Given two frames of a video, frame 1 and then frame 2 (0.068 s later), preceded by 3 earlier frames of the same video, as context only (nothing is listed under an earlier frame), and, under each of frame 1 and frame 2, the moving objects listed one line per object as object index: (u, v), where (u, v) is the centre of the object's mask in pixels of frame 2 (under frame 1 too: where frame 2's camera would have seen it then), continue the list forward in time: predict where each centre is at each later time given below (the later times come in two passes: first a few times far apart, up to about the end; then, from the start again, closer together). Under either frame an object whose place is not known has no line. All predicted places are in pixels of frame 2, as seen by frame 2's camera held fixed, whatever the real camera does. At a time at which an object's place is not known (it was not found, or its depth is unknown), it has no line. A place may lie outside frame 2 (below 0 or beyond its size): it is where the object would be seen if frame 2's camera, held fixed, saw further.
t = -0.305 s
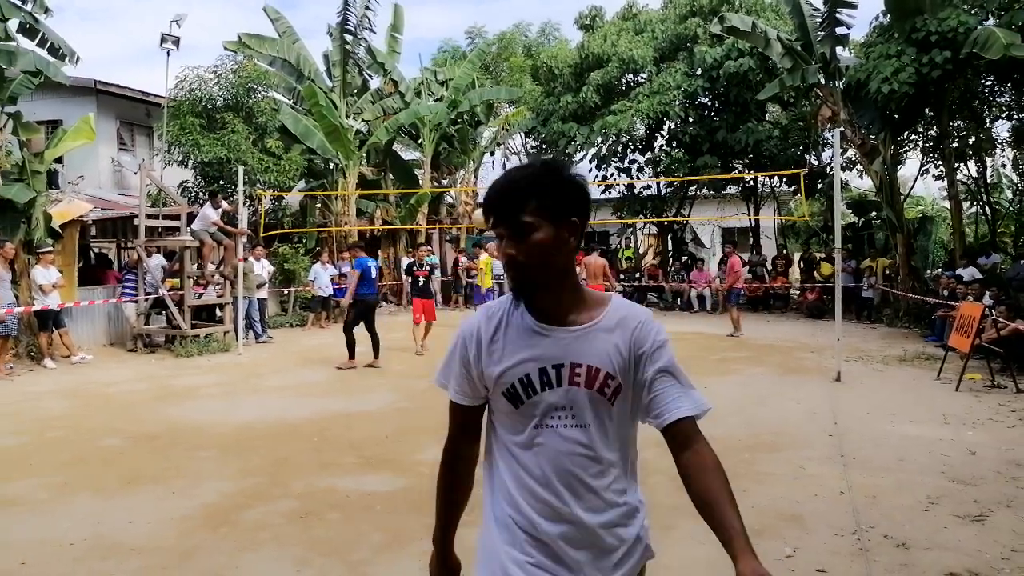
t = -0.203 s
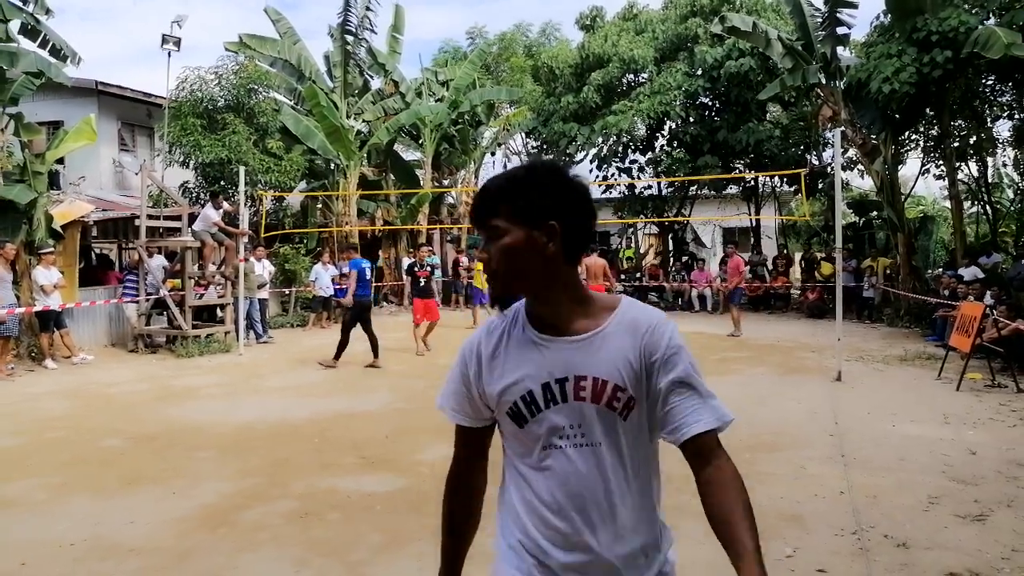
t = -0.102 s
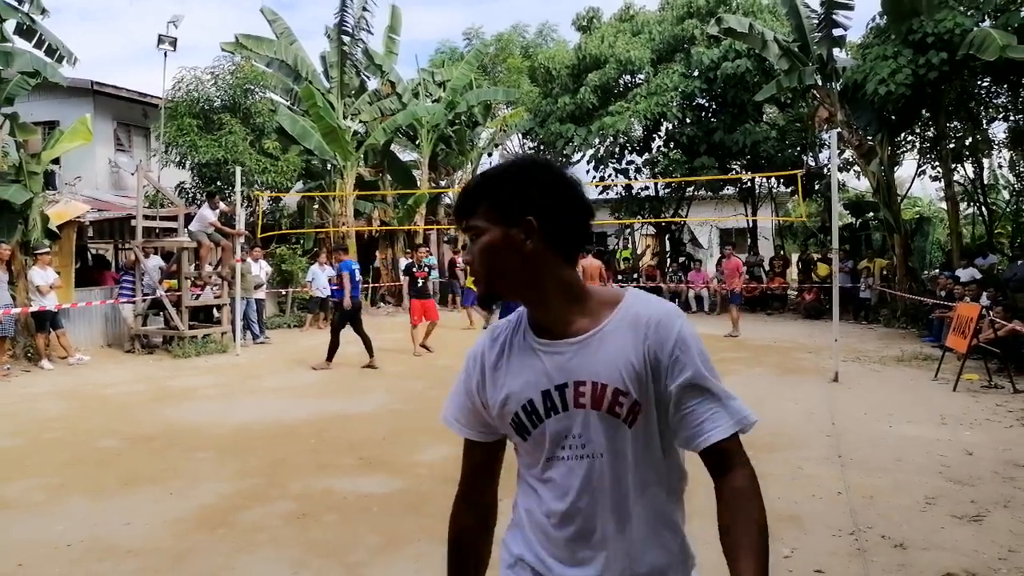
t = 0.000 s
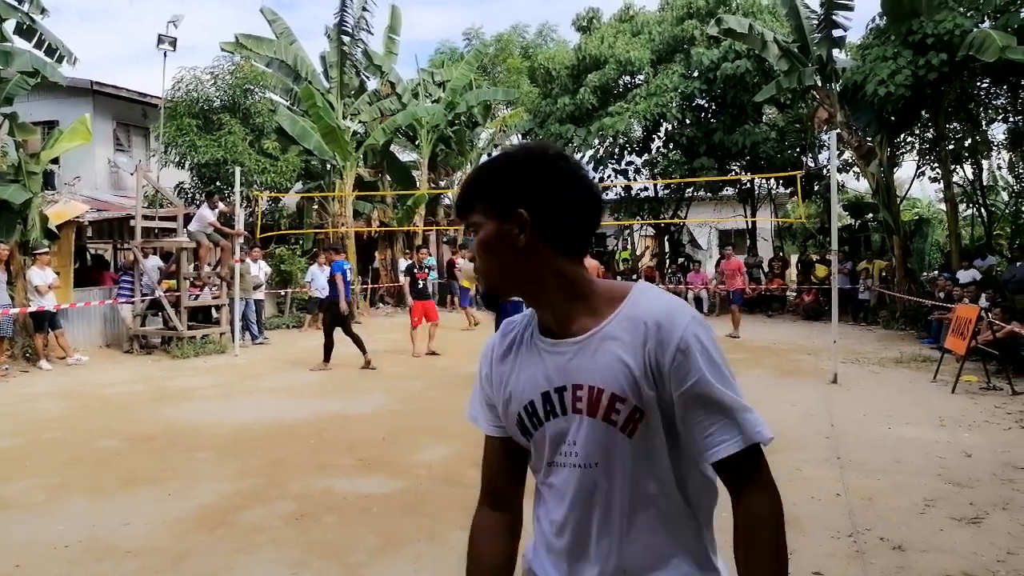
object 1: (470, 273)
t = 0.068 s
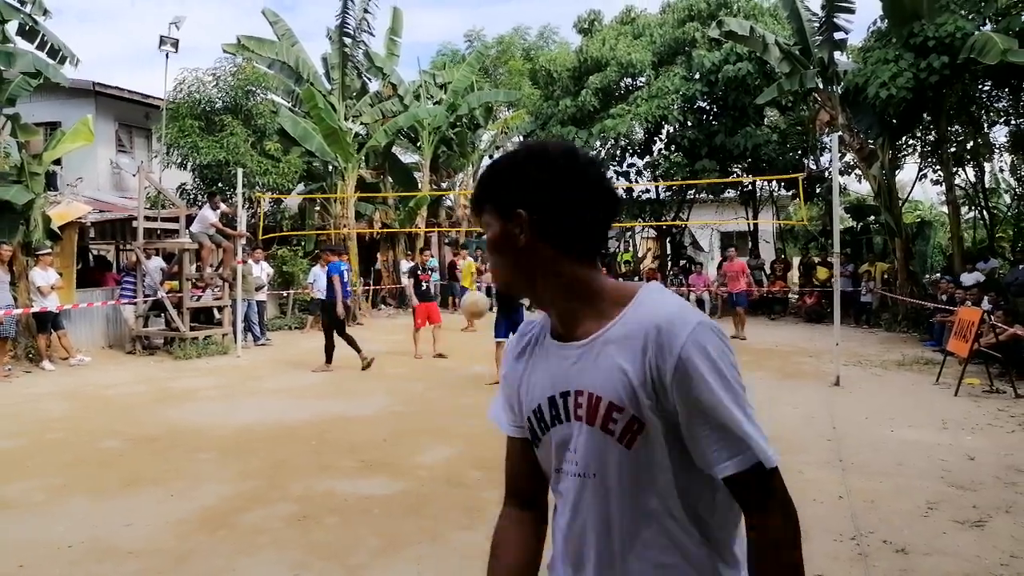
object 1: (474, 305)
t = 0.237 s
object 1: (471, 458)
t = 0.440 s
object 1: (480, 416)
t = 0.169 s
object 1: (472, 382)
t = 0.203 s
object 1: (473, 418)
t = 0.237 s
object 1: (471, 458)
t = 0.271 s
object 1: (470, 509)
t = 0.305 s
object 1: (471, 498)
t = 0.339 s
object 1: (473, 477)
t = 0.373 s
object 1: (475, 457)
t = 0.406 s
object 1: (479, 436)
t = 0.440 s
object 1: (480, 416)
